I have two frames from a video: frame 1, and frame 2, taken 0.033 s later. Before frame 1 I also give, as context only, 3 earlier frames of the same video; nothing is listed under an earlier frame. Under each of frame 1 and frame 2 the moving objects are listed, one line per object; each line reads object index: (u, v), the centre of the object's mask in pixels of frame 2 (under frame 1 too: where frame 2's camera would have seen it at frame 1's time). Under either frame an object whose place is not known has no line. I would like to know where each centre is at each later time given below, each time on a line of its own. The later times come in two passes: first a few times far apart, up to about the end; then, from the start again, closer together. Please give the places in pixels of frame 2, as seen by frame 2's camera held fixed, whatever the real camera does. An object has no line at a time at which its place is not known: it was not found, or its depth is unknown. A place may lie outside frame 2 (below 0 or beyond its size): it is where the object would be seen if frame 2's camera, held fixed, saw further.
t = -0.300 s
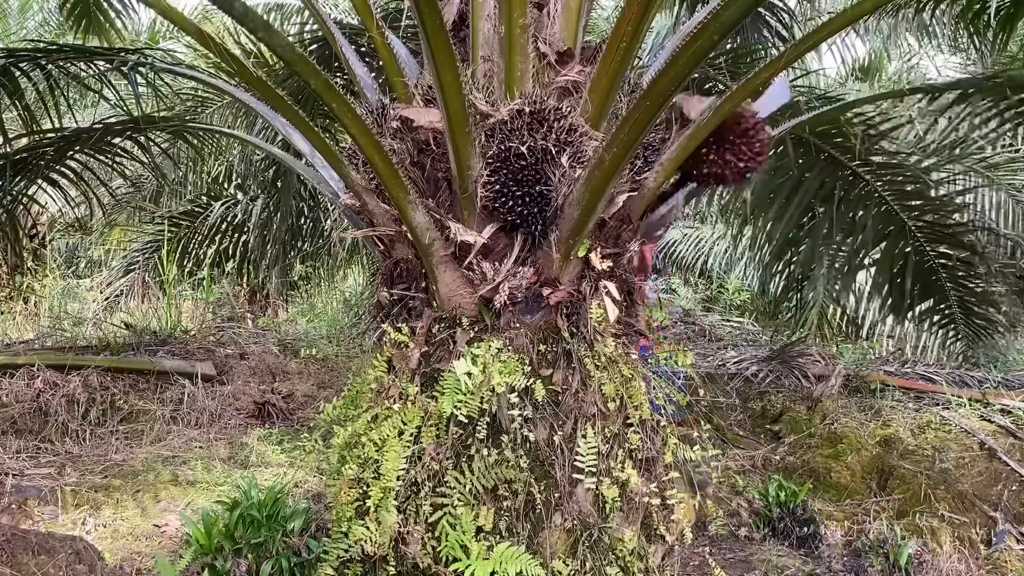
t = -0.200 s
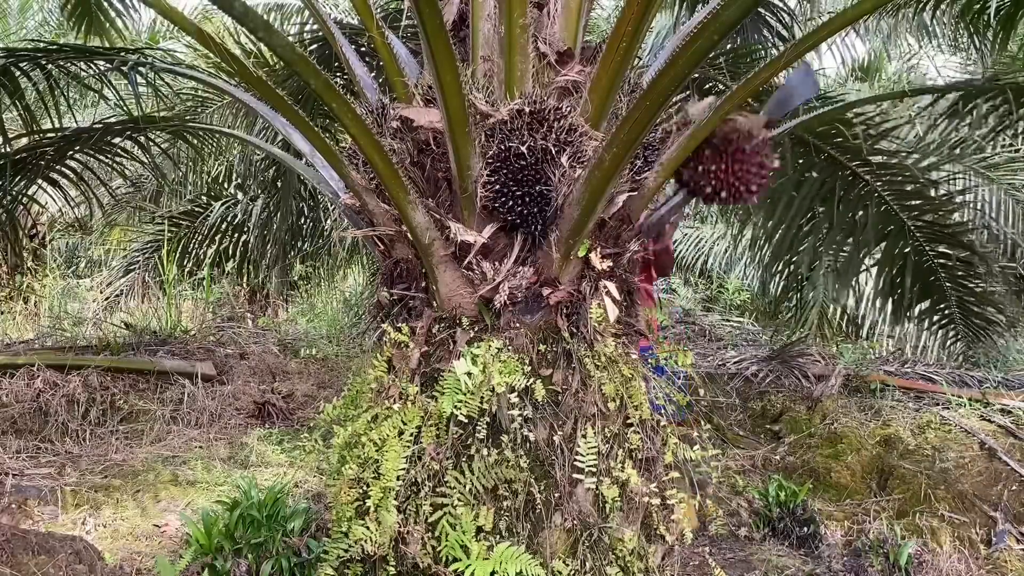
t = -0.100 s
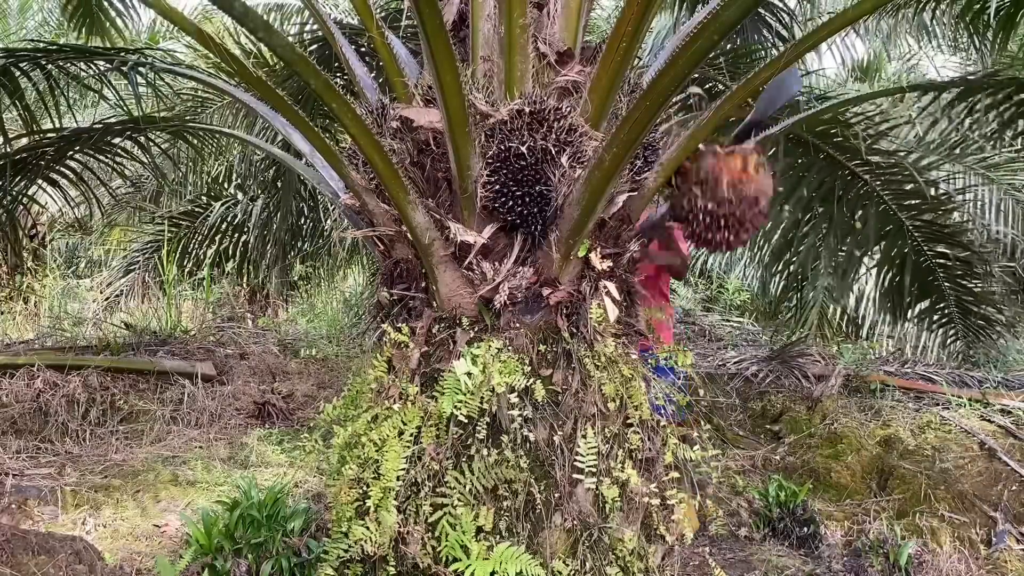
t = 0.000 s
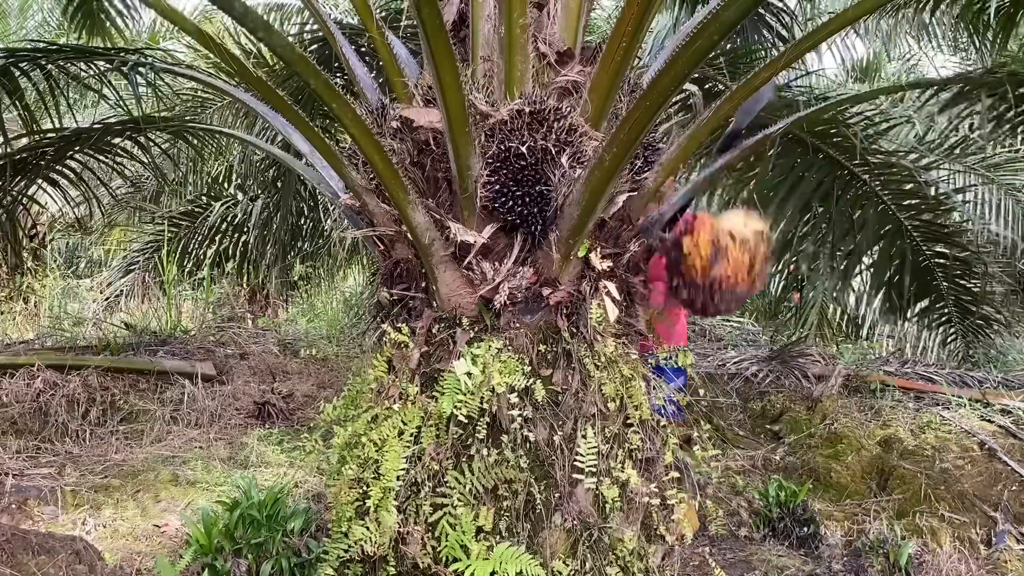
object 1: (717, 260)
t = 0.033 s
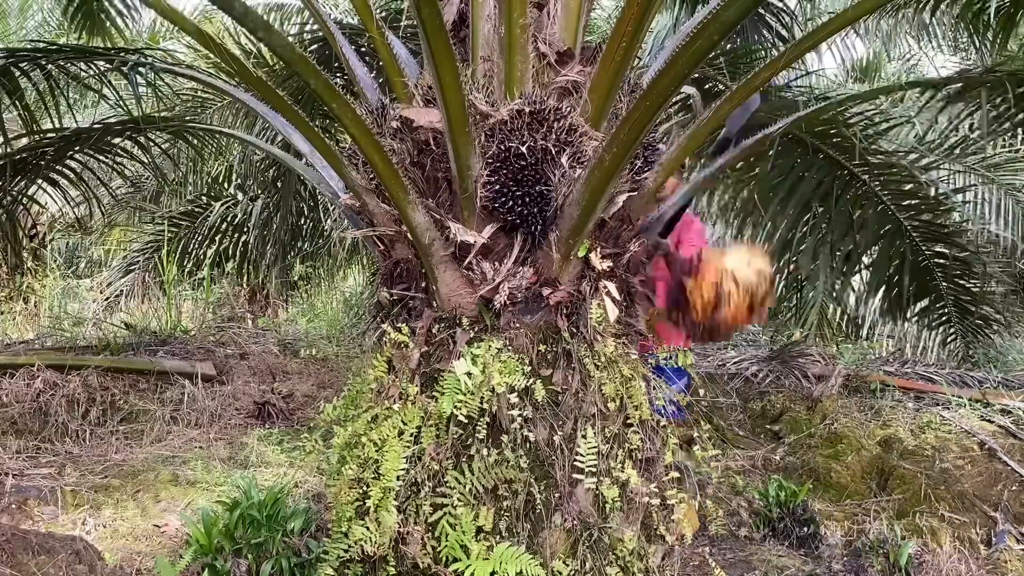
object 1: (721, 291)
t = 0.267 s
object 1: (754, 535)
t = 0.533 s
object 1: (908, 559)
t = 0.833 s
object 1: (896, 563)
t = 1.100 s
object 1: (899, 558)
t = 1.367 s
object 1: (896, 557)
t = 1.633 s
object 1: (893, 549)
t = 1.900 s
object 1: (879, 541)
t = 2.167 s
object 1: (883, 541)
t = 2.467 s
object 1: (881, 541)
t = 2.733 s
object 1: (881, 541)
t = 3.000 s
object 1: (881, 541)
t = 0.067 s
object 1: (722, 324)
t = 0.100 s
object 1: (727, 361)
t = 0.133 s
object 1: (722, 404)
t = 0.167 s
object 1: (721, 448)
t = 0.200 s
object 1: (714, 499)
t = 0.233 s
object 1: (731, 521)
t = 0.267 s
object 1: (754, 535)
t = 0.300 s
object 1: (773, 551)
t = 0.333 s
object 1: (788, 558)
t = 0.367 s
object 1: (811, 562)
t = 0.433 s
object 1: (853, 570)
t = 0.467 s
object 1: (883, 565)
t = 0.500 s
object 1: (901, 562)
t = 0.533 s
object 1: (908, 559)
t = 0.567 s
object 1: (912, 557)
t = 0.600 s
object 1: (912, 557)
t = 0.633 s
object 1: (910, 557)
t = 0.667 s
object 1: (911, 557)
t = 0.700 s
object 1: (910, 559)
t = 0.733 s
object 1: (906, 563)
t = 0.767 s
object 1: (894, 565)
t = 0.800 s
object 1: (896, 563)
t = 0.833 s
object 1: (896, 563)
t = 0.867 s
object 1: (895, 566)
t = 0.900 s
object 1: (899, 567)
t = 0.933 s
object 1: (905, 568)
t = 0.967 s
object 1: (903, 565)
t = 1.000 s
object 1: (898, 562)
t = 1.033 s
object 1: (895, 559)
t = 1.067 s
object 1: (899, 559)
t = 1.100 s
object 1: (899, 558)
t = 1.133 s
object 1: (897, 557)
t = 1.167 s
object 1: (898, 556)
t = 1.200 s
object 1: (897, 556)
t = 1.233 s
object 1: (895, 556)
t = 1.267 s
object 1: (896, 556)
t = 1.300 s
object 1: (894, 557)
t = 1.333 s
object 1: (895, 557)
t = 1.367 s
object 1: (896, 557)
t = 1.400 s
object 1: (894, 558)
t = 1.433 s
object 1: (894, 557)
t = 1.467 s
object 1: (895, 555)
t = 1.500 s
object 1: (896, 554)
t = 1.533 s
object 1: (897, 552)
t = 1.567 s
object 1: (897, 551)
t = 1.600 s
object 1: (894, 550)
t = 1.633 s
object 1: (893, 549)
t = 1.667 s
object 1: (891, 547)
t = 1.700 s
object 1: (891, 546)
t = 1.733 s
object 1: (890, 546)
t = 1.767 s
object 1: (889, 545)
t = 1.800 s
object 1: (887, 544)
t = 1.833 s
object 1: (881, 543)
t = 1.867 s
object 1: (880, 542)
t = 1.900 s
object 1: (879, 541)
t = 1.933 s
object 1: (878, 540)
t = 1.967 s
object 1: (878, 540)
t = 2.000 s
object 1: (879, 540)
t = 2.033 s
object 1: (879, 540)
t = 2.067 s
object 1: (880, 540)
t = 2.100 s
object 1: (881, 541)
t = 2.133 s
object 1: (882, 541)
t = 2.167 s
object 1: (883, 541)
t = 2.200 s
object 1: (883, 541)
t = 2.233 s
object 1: (883, 541)
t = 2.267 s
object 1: (883, 541)
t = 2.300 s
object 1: (882, 541)
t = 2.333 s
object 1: (882, 541)
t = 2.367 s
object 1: (881, 541)
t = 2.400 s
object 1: (881, 541)
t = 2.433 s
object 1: (881, 541)
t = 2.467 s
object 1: (881, 541)
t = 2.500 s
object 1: (881, 541)
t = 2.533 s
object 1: (881, 541)
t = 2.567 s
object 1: (881, 541)
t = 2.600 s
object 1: (881, 541)
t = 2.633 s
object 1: (881, 541)
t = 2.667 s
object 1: (881, 541)
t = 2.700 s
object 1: (881, 541)
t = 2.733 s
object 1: (881, 541)
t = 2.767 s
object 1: (881, 541)
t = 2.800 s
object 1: (881, 541)
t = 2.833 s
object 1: (881, 541)
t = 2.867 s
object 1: (881, 541)
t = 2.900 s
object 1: (881, 541)
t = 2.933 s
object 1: (881, 541)
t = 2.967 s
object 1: (881, 541)
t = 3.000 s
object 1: (881, 541)
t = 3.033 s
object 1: (881, 541)
